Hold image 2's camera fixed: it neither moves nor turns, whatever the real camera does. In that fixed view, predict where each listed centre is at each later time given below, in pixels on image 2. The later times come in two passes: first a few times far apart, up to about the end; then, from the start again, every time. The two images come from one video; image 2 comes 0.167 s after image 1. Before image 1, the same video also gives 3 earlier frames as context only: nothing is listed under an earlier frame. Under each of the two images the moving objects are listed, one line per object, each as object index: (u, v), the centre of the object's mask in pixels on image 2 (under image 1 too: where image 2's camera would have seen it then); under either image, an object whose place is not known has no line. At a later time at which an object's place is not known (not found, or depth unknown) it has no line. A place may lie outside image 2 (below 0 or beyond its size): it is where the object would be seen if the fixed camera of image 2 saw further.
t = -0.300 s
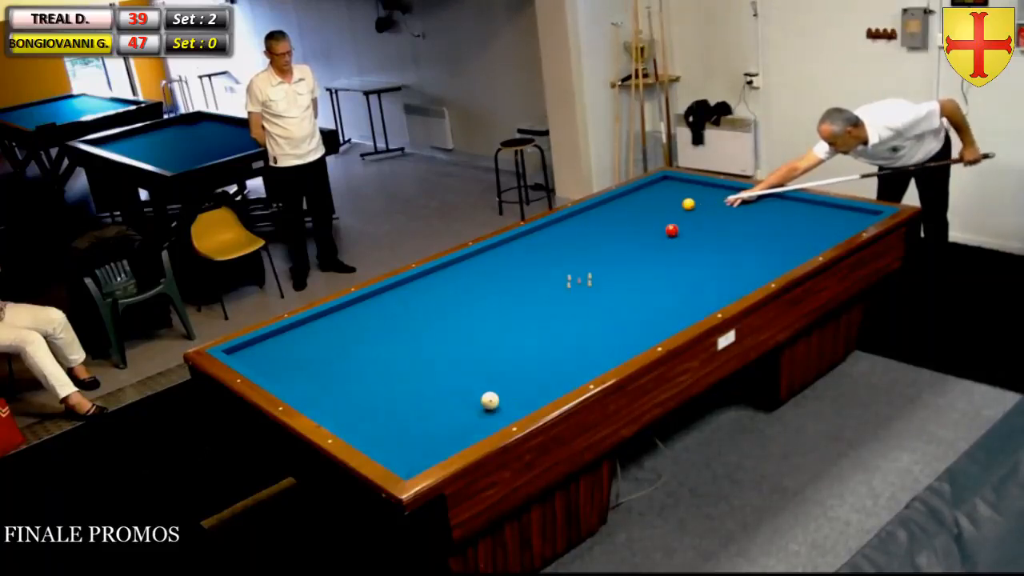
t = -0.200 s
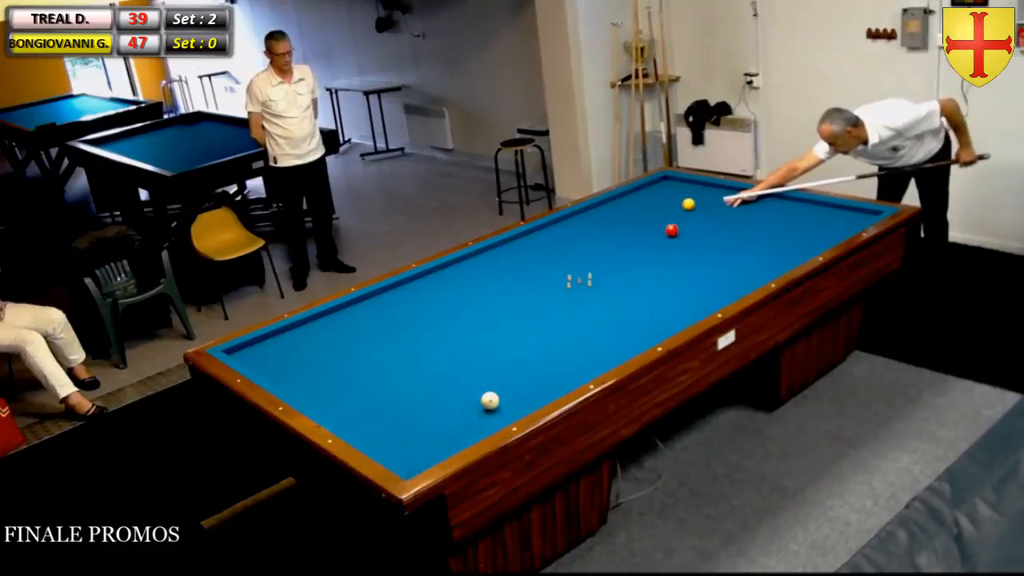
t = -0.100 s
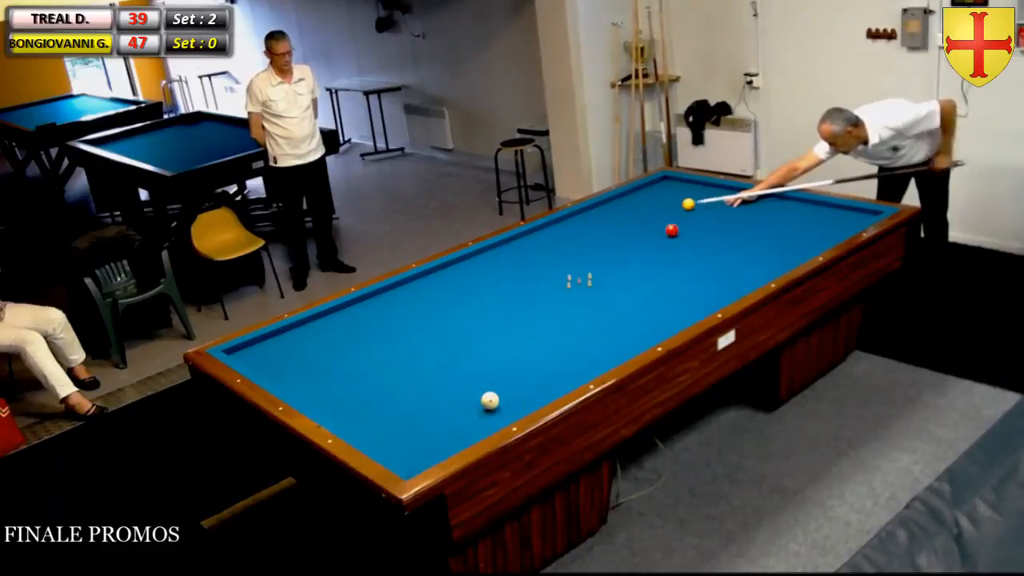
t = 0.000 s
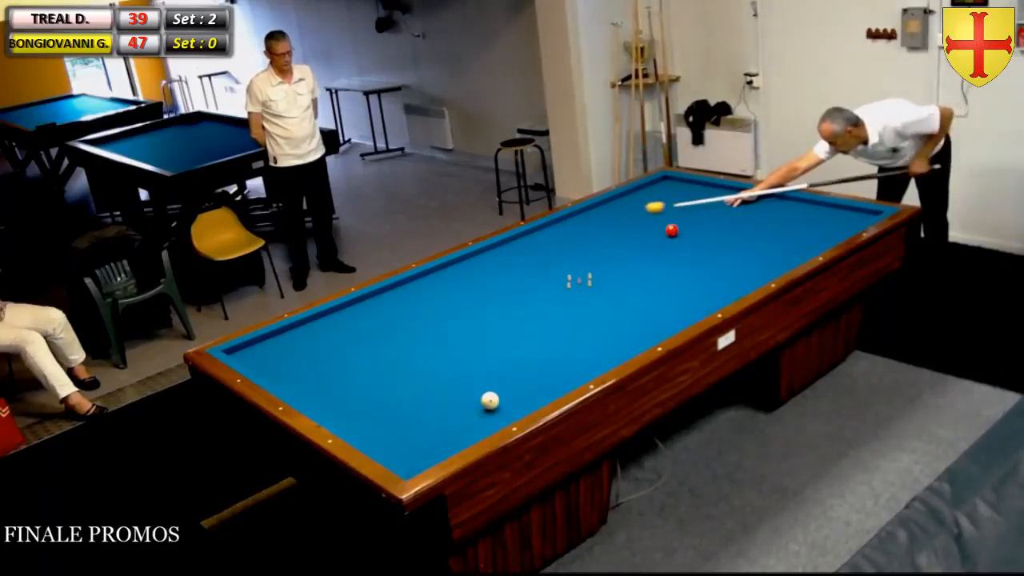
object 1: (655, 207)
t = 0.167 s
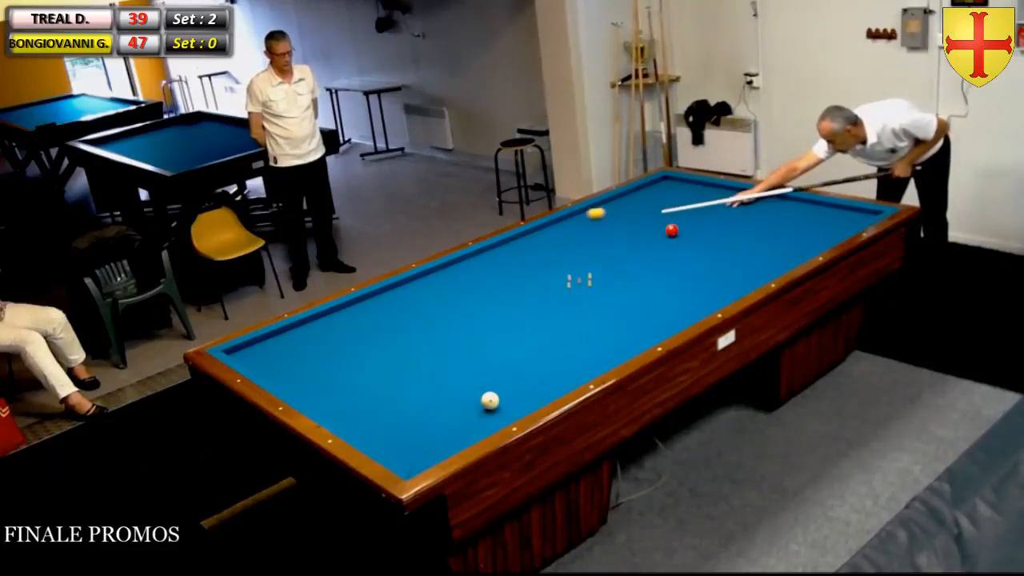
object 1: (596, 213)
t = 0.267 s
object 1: (564, 217)
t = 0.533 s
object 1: (552, 242)
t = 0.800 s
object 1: (532, 269)
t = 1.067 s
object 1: (509, 300)
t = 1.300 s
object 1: (486, 330)
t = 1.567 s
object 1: (456, 370)
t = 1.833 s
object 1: (421, 416)
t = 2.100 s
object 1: (420, 450)
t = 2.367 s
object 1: (455, 424)
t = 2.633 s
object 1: (471, 395)
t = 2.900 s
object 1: (486, 368)
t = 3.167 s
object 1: (499, 345)
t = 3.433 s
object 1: (511, 324)
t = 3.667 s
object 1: (521, 308)
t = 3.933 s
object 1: (531, 291)
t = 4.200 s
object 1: (540, 275)
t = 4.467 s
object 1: (548, 261)
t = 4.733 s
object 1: (556, 248)
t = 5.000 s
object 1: (562, 236)
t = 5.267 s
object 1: (569, 225)
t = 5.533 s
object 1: (574, 214)
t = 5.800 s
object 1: (591, 210)
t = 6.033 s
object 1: (607, 207)
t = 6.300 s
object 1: (623, 203)
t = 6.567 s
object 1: (639, 200)
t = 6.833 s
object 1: (654, 197)
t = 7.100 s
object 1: (668, 194)
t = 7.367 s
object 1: (682, 191)
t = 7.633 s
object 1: (695, 188)
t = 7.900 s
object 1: (707, 185)
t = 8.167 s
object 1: (710, 186)
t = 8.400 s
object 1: (709, 188)
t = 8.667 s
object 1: (707, 190)
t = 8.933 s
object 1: (706, 192)
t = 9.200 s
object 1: (705, 194)
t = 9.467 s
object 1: (704, 196)
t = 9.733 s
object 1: (703, 197)
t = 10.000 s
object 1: (702, 199)
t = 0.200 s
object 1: (584, 214)
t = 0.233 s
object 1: (572, 216)
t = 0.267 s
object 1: (564, 217)
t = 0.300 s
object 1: (564, 220)
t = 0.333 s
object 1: (563, 224)
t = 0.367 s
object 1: (562, 227)
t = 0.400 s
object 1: (560, 230)
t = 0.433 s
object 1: (559, 233)
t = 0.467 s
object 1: (556, 236)
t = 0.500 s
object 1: (554, 239)
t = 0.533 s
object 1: (552, 242)
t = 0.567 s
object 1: (550, 245)
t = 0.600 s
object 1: (547, 248)
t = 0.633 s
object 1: (545, 252)
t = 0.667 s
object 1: (542, 255)
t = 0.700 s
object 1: (539, 259)
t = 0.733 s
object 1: (537, 262)
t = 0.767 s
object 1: (534, 265)
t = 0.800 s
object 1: (532, 269)
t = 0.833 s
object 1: (529, 273)
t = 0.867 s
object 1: (526, 276)
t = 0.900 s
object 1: (524, 280)
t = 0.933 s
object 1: (521, 284)
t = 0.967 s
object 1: (518, 288)
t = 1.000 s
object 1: (515, 292)
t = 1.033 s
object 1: (512, 296)
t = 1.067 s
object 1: (509, 300)
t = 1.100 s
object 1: (506, 304)
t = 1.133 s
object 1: (502, 308)
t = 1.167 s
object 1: (499, 312)
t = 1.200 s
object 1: (496, 317)
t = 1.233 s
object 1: (492, 321)
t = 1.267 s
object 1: (489, 325)
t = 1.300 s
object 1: (486, 330)
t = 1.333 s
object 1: (482, 335)
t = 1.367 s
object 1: (479, 339)
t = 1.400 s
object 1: (475, 344)
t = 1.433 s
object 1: (471, 349)
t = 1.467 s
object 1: (467, 354)
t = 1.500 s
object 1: (464, 359)
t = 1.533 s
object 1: (460, 364)
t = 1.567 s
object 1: (456, 370)
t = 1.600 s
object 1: (452, 375)
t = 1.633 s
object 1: (447, 381)
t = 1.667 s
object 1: (443, 386)
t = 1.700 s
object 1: (439, 392)
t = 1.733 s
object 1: (434, 398)
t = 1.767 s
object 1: (430, 403)
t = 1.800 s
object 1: (425, 410)
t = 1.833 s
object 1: (421, 416)
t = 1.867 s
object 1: (416, 422)
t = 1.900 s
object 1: (411, 429)
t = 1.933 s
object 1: (406, 435)
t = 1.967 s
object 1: (401, 442)
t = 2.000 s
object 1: (396, 448)
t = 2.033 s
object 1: (398, 452)
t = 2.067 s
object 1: (409, 451)
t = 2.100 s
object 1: (420, 450)
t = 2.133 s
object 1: (431, 449)
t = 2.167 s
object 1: (440, 447)
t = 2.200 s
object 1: (444, 443)
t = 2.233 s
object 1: (445, 440)
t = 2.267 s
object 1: (448, 436)
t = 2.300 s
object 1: (450, 431)
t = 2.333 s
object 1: (452, 428)
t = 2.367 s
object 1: (455, 424)
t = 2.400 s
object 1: (457, 420)
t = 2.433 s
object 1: (459, 416)
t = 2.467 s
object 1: (462, 412)
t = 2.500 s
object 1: (463, 408)
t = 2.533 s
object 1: (465, 405)
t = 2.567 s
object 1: (468, 401)
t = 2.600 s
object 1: (469, 398)
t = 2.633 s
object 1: (471, 395)
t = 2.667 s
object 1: (473, 391)
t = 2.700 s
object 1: (475, 387)
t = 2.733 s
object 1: (477, 384)
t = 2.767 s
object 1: (479, 381)
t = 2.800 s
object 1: (481, 378)
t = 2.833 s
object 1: (483, 375)
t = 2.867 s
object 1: (484, 371)
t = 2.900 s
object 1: (486, 368)
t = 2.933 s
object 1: (488, 365)
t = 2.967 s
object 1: (490, 362)
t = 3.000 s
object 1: (491, 359)
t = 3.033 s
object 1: (493, 356)
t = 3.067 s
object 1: (495, 353)
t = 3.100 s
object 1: (496, 351)
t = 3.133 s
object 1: (498, 348)
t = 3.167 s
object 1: (499, 345)
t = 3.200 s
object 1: (501, 342)
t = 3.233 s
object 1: (503, 340)
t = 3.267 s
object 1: (504, 337)
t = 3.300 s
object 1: (506, 334)
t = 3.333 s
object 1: (507, 332)
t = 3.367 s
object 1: (509, 329)
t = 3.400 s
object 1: (510, 327)
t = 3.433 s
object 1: (511, 324)
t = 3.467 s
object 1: (513, 322)
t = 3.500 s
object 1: (514, 319)
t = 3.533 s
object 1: (516, 317)
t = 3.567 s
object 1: (517, 315)
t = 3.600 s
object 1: (518, 312)
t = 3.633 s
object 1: (520, 310)
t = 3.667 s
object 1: (521, 308)
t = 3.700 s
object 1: (523, 305)
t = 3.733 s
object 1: (524, 303)
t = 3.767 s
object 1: (525, 301)
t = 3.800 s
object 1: (526, 299)
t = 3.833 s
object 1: (527, 297)
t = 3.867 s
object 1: (529, 295)
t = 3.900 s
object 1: (530, 292)
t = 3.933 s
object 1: (531, 291)
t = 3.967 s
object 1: (532, 288)
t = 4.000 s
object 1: (533, 286)
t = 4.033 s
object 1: (534, 285)
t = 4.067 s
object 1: (536, 282)
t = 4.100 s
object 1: (537, 281)
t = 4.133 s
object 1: (538, 278)
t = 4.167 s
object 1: (539, 277)
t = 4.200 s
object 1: (540, 275)
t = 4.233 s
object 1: (541, 273)
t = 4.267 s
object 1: (542, 271)
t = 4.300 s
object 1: (543, 270)
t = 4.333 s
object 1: (544, 268)
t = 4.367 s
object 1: (545, 266)
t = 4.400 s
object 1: (546, 264)
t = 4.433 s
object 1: (547, 262)
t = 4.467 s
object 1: (548, 261)
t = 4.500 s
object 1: (549, 259)
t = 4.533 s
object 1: (550, 257)
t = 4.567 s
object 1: (551, 256)
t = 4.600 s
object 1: (552, 254)
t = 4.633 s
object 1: (553, 252)
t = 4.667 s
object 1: (554, 251)
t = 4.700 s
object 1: (555, 249)
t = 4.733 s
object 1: (556, 248)
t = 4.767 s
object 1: (556, 246)
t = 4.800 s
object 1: (557, 244)
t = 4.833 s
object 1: (558, 243)
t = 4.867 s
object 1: (559, 241)
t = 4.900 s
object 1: (560, 240)
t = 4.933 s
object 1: (561, 239)
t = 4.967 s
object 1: (561, 237)
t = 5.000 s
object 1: (562, 236)
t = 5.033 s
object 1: (563, 234)
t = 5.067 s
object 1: (564, 233)
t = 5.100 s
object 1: (565, 231)
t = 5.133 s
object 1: (566, 230)
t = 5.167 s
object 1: (566, 228)
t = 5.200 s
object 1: (567, 227)
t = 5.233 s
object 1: (568, 226)
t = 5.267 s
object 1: (569, 225)
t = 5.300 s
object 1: (569, 223)
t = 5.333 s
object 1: (570, 222)
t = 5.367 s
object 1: (571, 220)
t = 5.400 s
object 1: (571, 219)
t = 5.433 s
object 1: (572, 218)
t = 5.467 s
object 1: (573, 217)
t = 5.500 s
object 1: (574, 215)
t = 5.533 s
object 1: (574, 214)
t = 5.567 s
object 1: (575, 213)
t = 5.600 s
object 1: (577, 212)
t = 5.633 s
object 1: (580, 212)
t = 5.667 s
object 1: (582, 212)
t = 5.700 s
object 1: (585, 211)
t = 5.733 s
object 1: (587, 211)
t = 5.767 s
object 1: (589, 210)
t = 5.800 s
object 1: (591, 210)
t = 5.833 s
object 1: (593, 210)
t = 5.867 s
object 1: (596, 209)
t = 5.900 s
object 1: (598, 208)
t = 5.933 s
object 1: (600, 208)
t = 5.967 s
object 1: (602, 208)
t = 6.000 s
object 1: (604, 207)
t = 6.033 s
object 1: (607, 207)
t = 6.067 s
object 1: (609, 206)
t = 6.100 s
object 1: (610, 206)
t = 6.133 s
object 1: (613, 205)
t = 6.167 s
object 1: (615, 205)
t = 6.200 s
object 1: (617, 205)
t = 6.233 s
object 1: (619, 204)
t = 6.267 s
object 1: (621, 204)
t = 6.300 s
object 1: (623, 203)
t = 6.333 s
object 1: (625, 203)
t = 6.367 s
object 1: (627, 202)
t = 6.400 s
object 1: (629, 202)
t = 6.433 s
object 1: (631, 202)
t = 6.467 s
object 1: (633, 201)
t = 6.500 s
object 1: (635, 201)
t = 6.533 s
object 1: (637, 200)
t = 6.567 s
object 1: (639, 200)
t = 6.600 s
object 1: (641, 199)
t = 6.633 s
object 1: (642, 199)
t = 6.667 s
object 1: (644, 199)
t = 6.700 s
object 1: (646, 198)
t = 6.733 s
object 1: (648, 198)
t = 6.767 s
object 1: (650, 198)
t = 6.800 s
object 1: (652, 197)
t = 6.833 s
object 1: (654, 197)
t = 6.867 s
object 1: (656, 196)
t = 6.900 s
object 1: (657, 196)
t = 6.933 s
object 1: (659, 196)
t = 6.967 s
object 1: (661, 195)
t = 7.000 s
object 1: (663, 195)
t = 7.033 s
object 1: (664, 195)
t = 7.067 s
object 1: (666, 194)
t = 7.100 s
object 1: (668, 194)
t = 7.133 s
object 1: (670, 193)
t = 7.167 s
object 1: (672, 193)
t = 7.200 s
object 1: (673, 193)
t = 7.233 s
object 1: (675, 192)
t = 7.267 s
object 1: (677, 192)
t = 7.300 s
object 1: (678, 192)
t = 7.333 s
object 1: (680, 191)
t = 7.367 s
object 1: (682, 191)
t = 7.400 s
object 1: (683, 191)
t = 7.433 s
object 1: (685, 190)
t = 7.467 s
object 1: (686, 190)
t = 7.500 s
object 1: (688, 190)
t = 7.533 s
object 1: (690, 189)
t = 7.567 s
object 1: (691, 189)
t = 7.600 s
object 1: (693, 188)
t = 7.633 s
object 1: (695, 188)
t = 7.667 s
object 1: (696, 188)
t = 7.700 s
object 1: (698, 188)
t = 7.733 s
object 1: (699, 187)
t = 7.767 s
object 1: (701, 187)
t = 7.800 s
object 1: (702, 186)
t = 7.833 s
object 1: (704, 186)
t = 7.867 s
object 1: (706, 186)
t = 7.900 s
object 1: (707, 185)
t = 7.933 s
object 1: (708, 185)
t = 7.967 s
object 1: (710, 185)
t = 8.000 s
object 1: (711, 185)
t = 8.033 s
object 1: (711, 185)
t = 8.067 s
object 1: (711, 185)
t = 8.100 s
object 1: (710, 185)
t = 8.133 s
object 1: (710, 186)
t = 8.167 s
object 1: (710, 186)
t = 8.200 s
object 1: (710, 186)
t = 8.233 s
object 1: (710, 187)
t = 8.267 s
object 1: (710, 187)
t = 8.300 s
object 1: (710, 187)
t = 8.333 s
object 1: (709, 188)
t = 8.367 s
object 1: (709, 188)
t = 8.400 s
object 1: (709, 188)
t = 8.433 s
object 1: (709, 188)
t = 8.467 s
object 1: (709, 189)
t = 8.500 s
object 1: (708, 189)
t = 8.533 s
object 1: (708, 189)
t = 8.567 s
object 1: (708, 189)
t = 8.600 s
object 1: (708, 190)
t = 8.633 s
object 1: (707, 190)
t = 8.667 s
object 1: (707, 190)
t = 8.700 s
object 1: (707, 190)
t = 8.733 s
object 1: (707, 190)
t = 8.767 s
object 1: (707, 191)
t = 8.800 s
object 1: (707, 191)
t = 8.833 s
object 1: (707, 191)
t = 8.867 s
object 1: (707, 191)
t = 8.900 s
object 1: (706, 192)
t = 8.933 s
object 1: (706, 192)
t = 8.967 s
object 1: (706, 192)
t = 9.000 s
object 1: (706, 193)
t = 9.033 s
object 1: (706, 193)
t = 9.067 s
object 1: (706, 193)
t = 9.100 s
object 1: (706, 193)
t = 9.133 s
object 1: (705, 193)
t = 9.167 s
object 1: (705, 194)
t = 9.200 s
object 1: (705, 194)
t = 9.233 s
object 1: (705, 194)
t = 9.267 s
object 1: (705, 194)
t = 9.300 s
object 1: (705, 194)
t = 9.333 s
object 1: (704, 195)
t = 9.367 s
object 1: (704, 195)
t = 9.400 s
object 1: (704, 195)
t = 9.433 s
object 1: (704, 195)
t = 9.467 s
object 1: (704, 196)
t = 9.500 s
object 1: (704, 196)
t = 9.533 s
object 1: (704, 196)
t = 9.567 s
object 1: (704, 196)
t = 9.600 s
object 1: (704, 196)
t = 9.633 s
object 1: (703, 197)
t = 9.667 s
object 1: (703, 197)
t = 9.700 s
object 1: (703, 197)
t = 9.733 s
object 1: (703, 197)
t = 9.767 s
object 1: (703, 197)
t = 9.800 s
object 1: (703, 198)
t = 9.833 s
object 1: (703, 198)
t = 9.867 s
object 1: (703, 198)
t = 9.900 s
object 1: (702, 198)
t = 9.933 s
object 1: (703, 198)
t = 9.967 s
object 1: (702, 199)
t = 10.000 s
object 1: (702, 199)
